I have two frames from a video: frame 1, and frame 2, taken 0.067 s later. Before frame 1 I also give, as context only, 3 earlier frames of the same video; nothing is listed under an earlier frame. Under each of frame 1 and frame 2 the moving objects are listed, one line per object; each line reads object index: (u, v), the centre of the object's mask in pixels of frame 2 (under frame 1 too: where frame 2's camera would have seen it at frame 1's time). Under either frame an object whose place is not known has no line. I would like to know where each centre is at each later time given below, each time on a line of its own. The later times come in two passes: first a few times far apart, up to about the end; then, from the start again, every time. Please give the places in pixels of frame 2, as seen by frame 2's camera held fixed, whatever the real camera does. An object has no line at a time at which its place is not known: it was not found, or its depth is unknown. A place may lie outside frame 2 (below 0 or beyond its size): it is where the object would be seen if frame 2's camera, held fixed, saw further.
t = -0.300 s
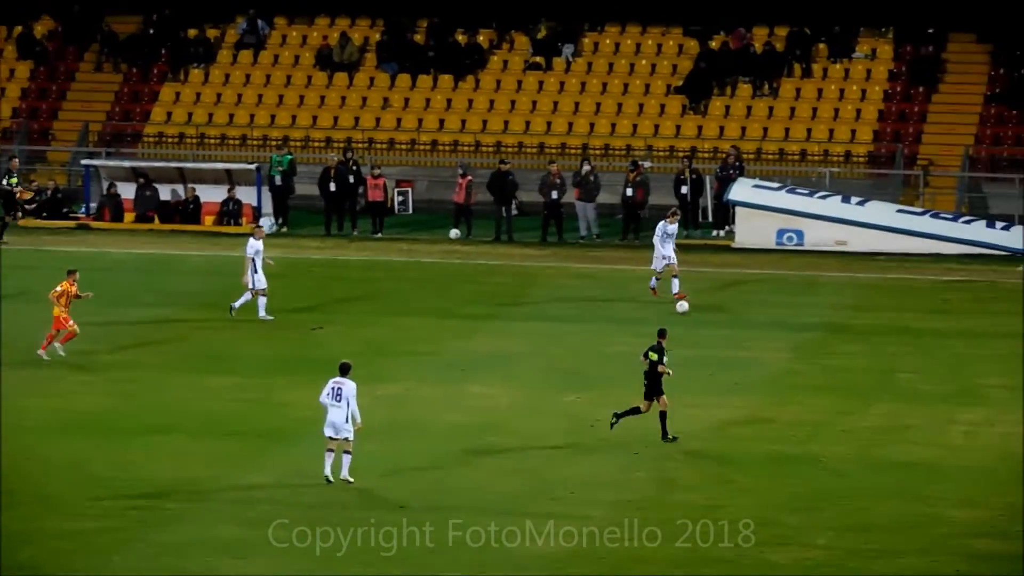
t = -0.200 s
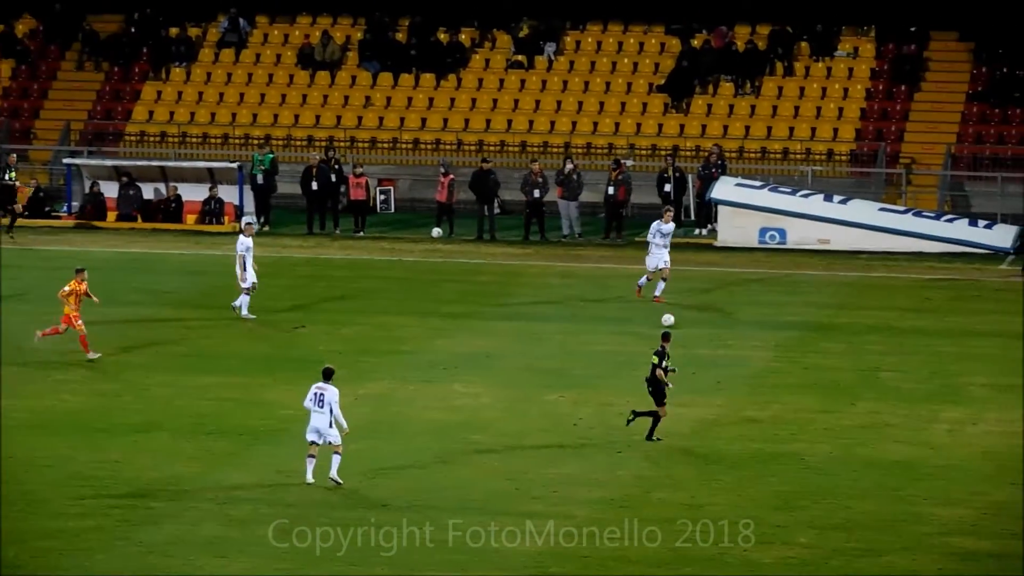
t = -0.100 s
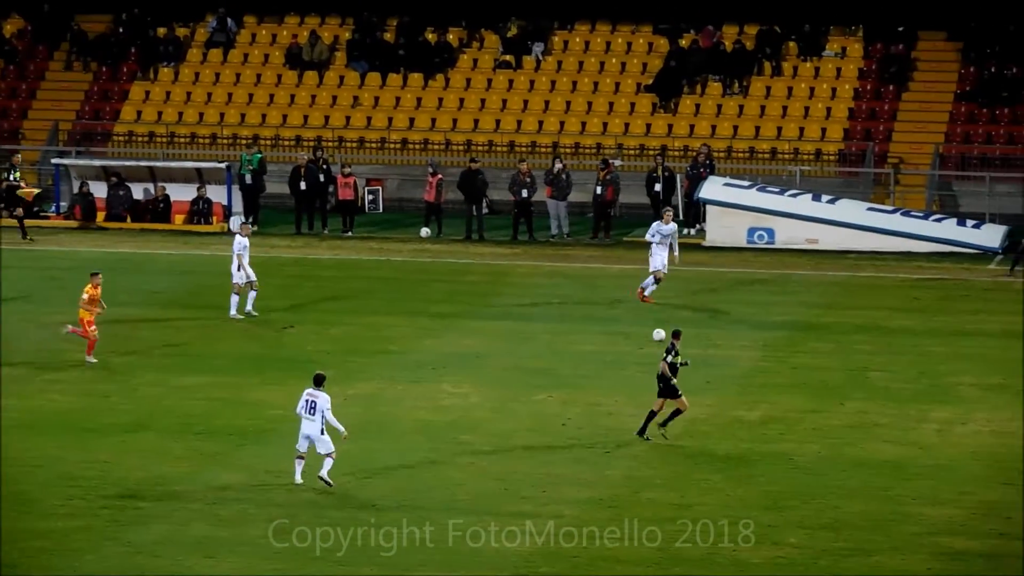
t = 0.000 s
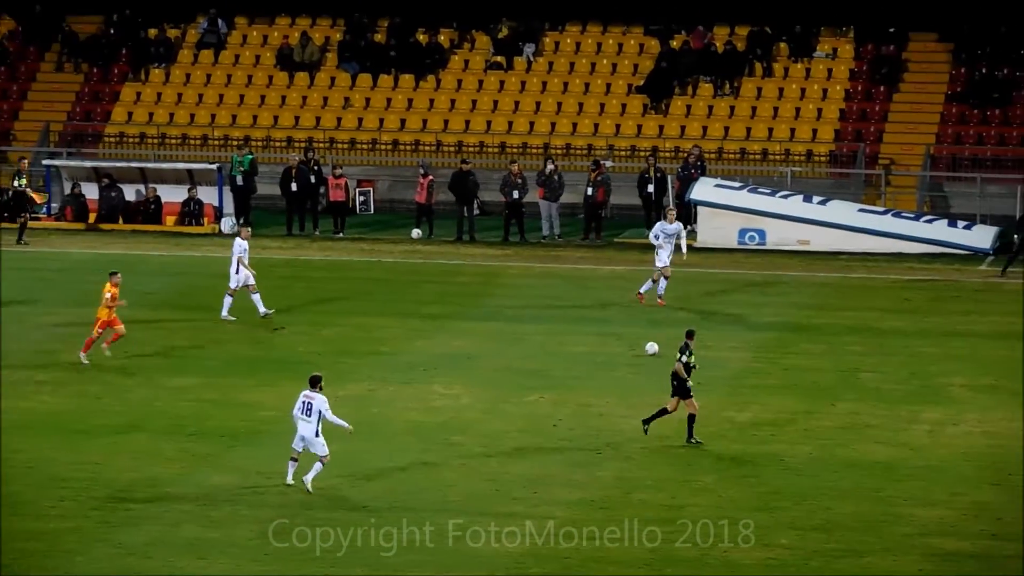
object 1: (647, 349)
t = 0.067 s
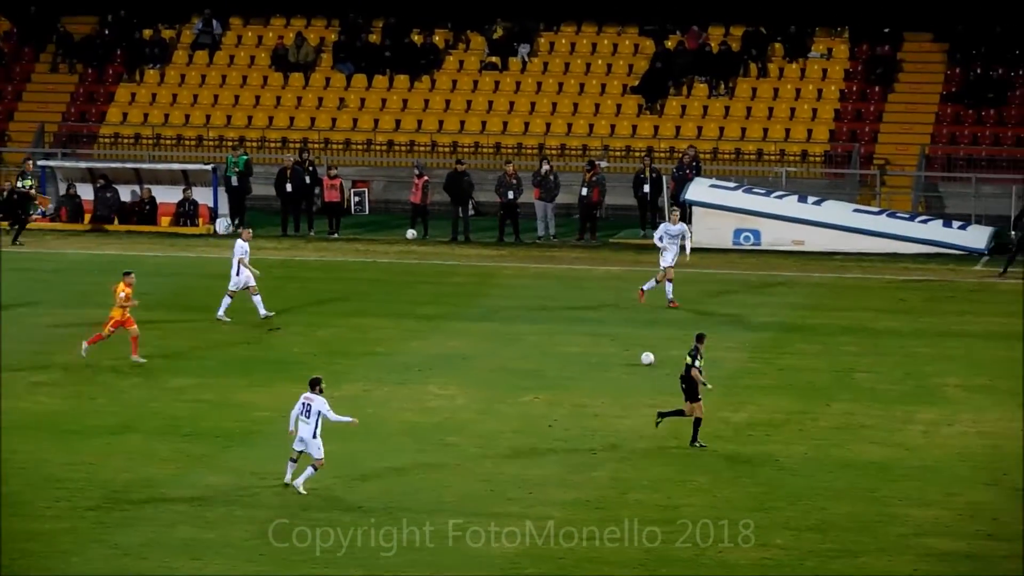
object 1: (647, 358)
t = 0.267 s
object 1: (647, 382)
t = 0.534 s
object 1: (644, 413)
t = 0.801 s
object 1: (640, 437)
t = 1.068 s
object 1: (640, 459)
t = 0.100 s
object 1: (647, 362)
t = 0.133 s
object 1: (648, 366)
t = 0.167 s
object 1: (648, 371)
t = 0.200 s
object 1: (647, 375)
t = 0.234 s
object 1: (647, 378)
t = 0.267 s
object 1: (647, 382)
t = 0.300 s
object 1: (647, 386)
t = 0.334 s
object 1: (647, 391)
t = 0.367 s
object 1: (646, 394)
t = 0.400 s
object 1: (646, 398)
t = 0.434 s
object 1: (646, 402)
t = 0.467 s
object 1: (645, 406)
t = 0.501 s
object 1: (644, 409)
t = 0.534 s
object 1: (644, 413)
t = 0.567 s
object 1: (643, 416)
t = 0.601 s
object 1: (643, 419)
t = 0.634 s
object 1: (642, 422)
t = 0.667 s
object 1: (641, 426)
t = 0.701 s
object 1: (641, 429)
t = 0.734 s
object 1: (641, 431)
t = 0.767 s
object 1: (640, 433)
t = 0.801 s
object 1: (640, 437)
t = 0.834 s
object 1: (640, 441)
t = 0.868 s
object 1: (640, 443)
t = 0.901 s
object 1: (640, 446)
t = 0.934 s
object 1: (640, 449)
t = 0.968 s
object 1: (640, 452)
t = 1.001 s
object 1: (640, 454)
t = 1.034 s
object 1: (640, 457)
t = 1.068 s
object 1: (640, 459)
